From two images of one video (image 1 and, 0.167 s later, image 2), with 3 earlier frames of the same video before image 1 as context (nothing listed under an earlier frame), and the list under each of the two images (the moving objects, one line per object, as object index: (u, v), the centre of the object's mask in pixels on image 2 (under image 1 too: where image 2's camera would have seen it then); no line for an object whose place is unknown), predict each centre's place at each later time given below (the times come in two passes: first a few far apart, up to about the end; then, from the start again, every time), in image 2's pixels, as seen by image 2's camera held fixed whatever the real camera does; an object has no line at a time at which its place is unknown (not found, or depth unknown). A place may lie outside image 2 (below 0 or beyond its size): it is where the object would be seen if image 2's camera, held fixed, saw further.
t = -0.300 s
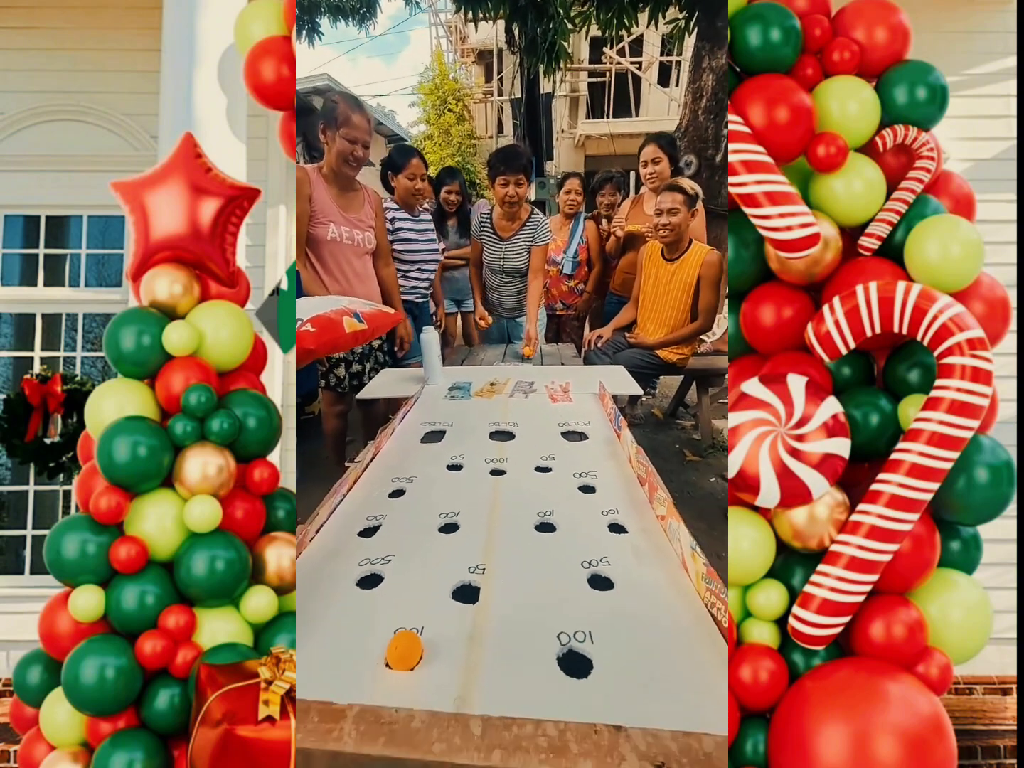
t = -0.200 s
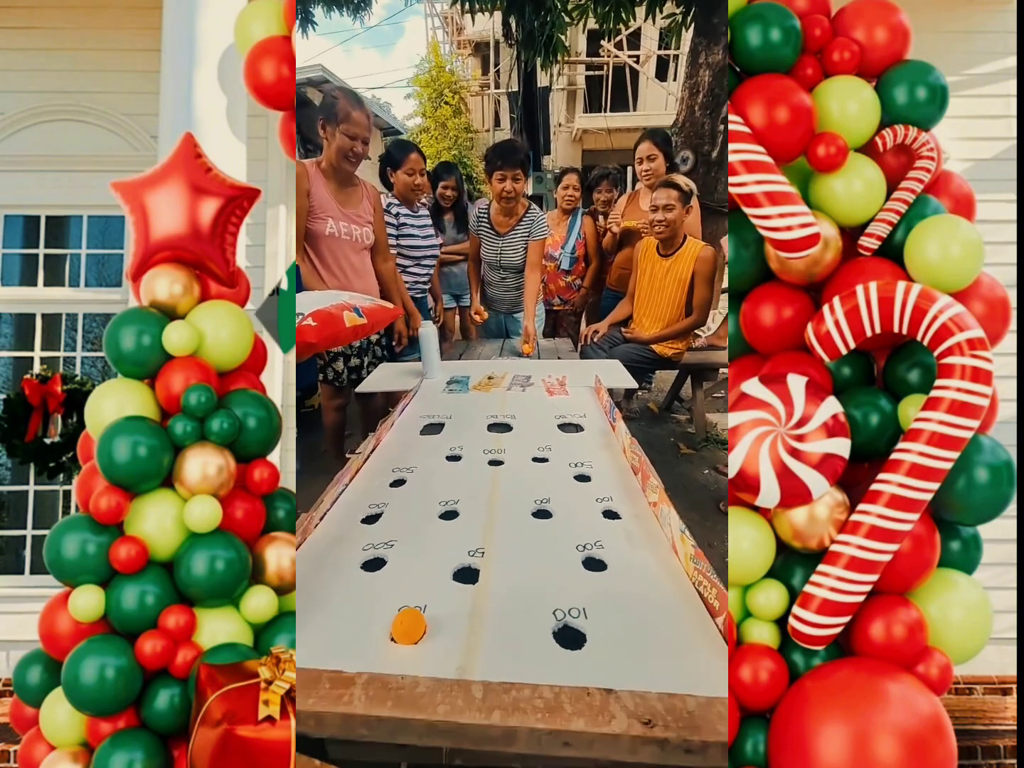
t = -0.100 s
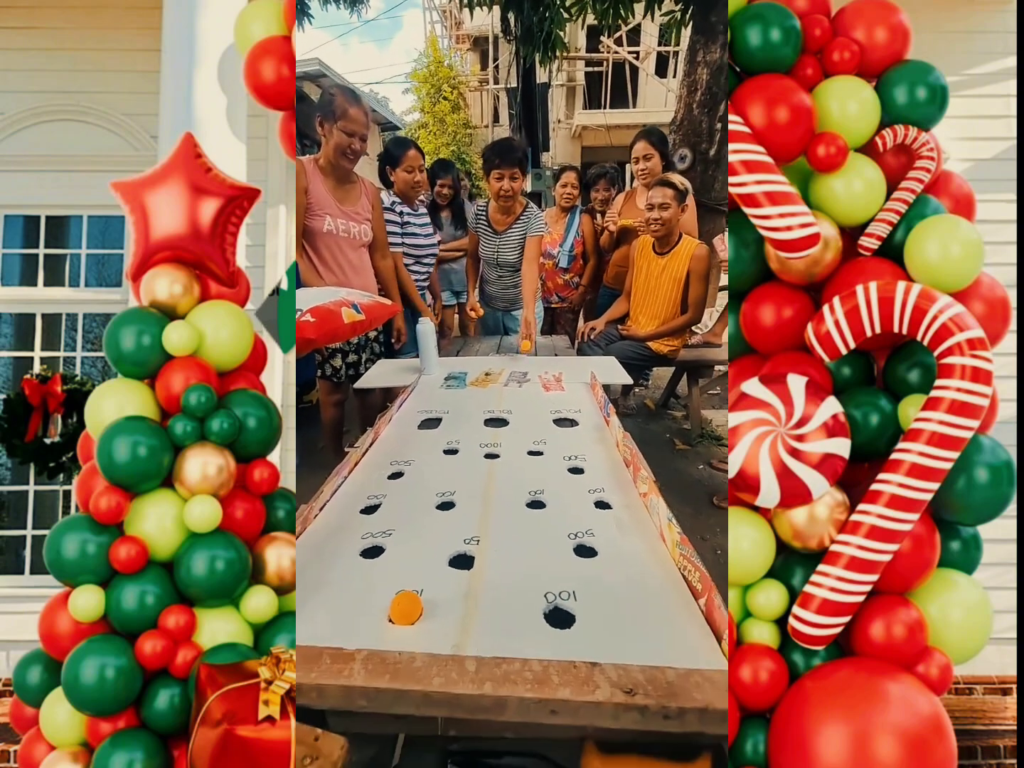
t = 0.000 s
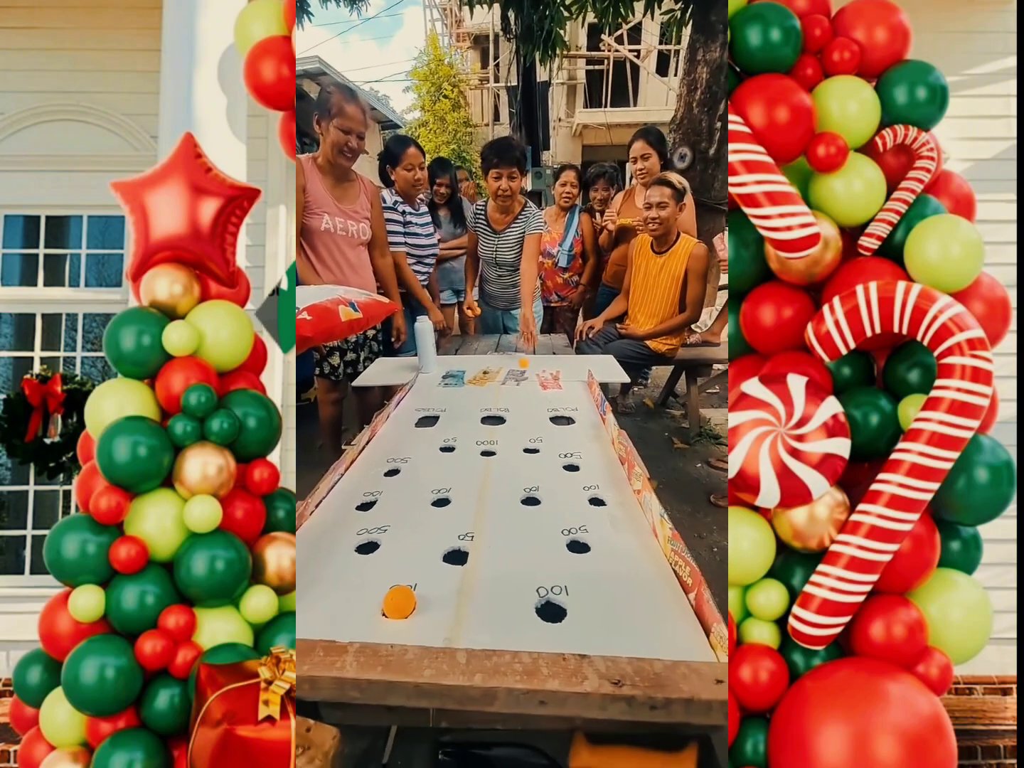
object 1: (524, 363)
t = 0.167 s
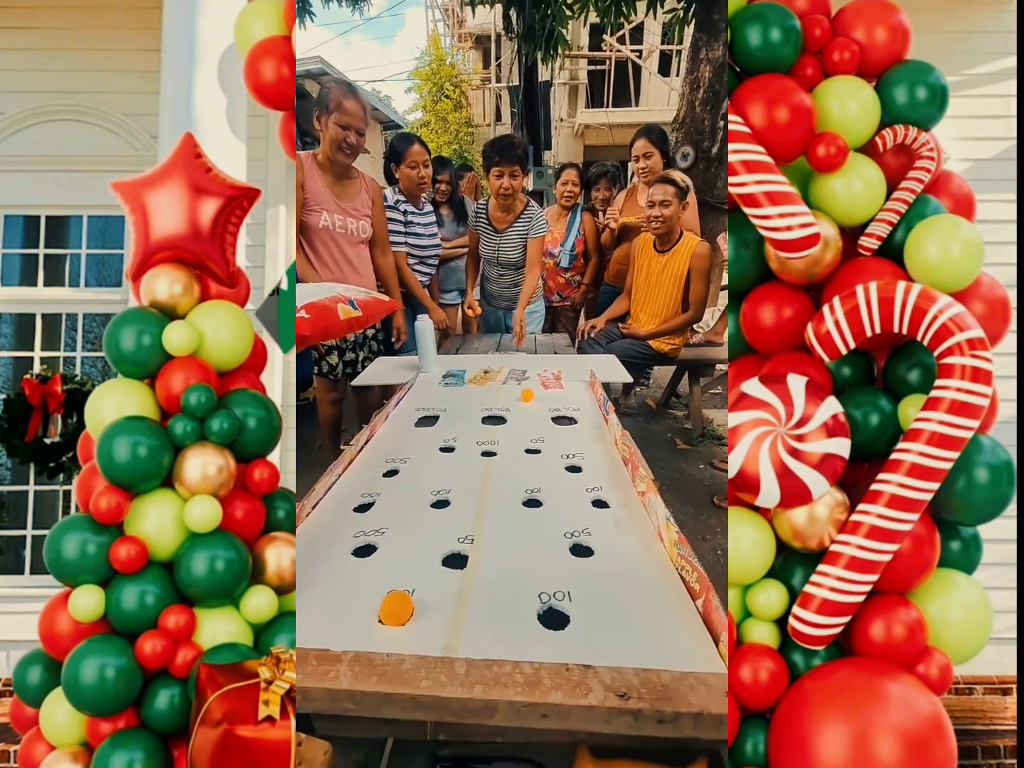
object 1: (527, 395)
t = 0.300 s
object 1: (528, 411)
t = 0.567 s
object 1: (538, 442)
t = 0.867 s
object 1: (548, 474)
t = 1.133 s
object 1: (556, 495)
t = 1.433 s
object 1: (563, 506)
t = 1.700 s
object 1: (569, 496)
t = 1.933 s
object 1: (568, 477)
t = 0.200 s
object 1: (527, 399)
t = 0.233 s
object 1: (527, 403)
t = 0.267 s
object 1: (528, 407)
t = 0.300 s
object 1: (528, 411)
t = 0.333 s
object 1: (528, 416)
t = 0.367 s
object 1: (529, 421)
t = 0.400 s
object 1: (530, 426)
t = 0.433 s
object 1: (531, 432)
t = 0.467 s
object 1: (533, 437)
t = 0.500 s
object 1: (535, 443)
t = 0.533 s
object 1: (536, 440)
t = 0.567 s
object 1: (538, 442)
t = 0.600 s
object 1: (539, 448)
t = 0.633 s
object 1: (539, 452)
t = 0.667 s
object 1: (540, 455)
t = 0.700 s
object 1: (542, 458)
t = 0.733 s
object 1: (543, 461)
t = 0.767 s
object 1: (544, 465)
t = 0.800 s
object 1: (545, 468)
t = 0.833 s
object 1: (546, 471)
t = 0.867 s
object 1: (548, 474)
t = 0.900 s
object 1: (549, 476)
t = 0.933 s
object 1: (549, 479)
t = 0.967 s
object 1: (550, 482)
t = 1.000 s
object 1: (551, 484)
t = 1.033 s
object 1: (553, 487)
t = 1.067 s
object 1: (554, 489)
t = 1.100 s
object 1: (555, 492)
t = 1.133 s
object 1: (556, 495)
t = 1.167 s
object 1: (557, 497)
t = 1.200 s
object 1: (557, 499)
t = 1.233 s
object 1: (558, 501)
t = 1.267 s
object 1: (558, 503)
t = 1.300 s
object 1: (559, 504)
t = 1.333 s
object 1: (560, 505)
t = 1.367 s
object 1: (561, 506)
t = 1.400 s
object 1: (562, 507)
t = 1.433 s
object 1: (563, 506)
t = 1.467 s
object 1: (564, 506)
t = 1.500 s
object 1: (565, 506)
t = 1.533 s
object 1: (566, 505)
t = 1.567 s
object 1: (567, 504)
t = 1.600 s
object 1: (567, 503)
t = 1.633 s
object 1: (568, 501)
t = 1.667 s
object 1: (568, 499)
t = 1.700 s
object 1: (569, 496)
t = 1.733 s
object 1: (569, 494)
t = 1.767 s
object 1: (569, 491)
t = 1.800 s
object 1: (569, 488)
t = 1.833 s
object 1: (569, 485)
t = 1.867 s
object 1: (568, 482)
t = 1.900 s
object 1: (568, 479)
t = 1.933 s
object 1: (568, 477)
